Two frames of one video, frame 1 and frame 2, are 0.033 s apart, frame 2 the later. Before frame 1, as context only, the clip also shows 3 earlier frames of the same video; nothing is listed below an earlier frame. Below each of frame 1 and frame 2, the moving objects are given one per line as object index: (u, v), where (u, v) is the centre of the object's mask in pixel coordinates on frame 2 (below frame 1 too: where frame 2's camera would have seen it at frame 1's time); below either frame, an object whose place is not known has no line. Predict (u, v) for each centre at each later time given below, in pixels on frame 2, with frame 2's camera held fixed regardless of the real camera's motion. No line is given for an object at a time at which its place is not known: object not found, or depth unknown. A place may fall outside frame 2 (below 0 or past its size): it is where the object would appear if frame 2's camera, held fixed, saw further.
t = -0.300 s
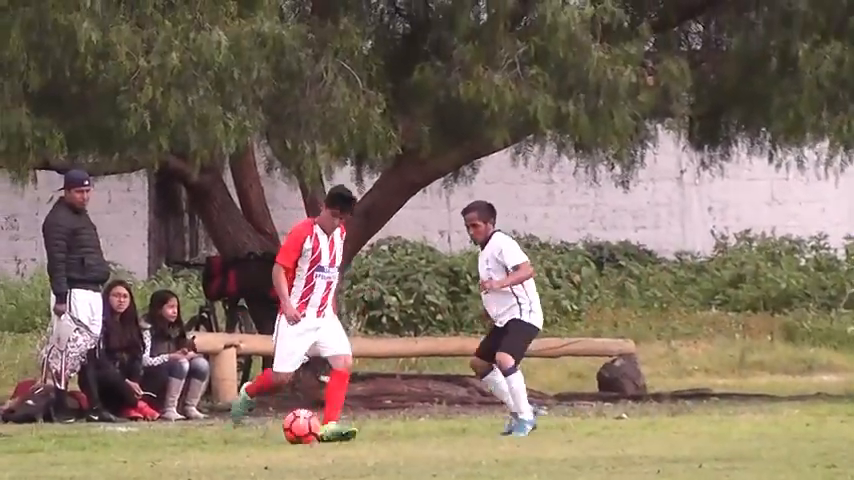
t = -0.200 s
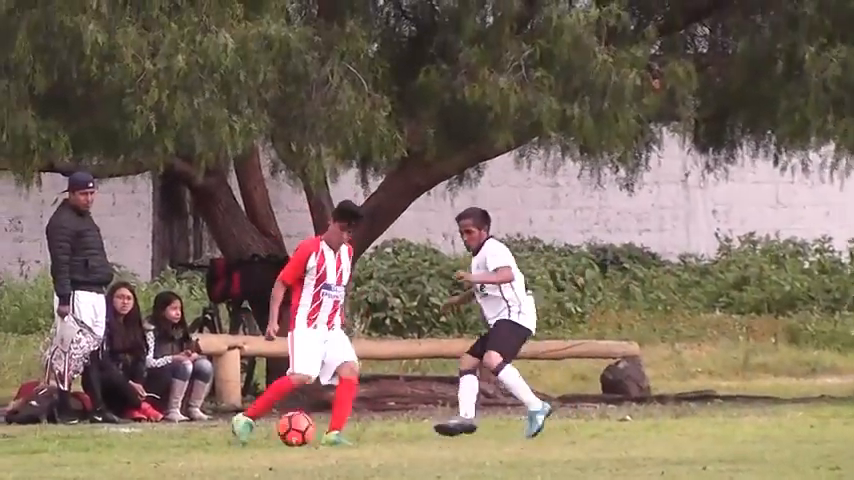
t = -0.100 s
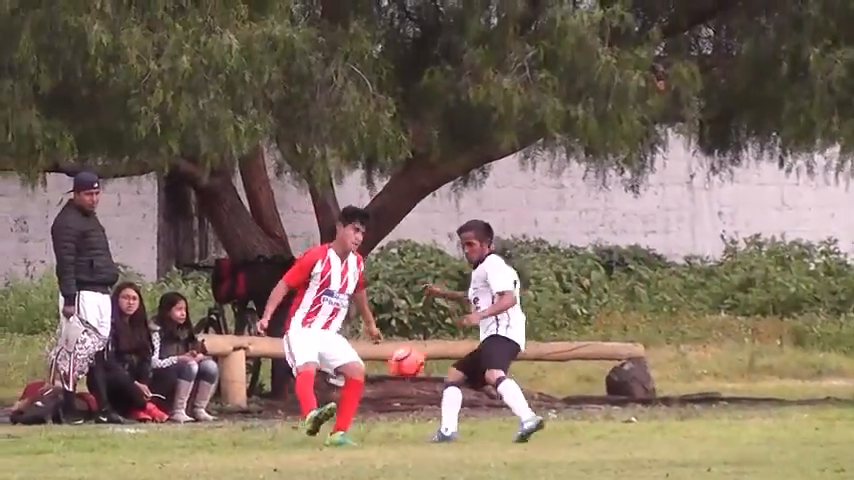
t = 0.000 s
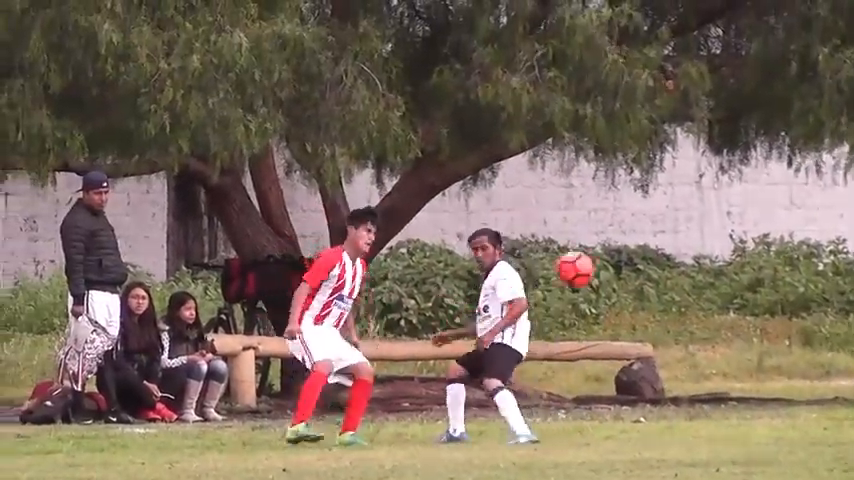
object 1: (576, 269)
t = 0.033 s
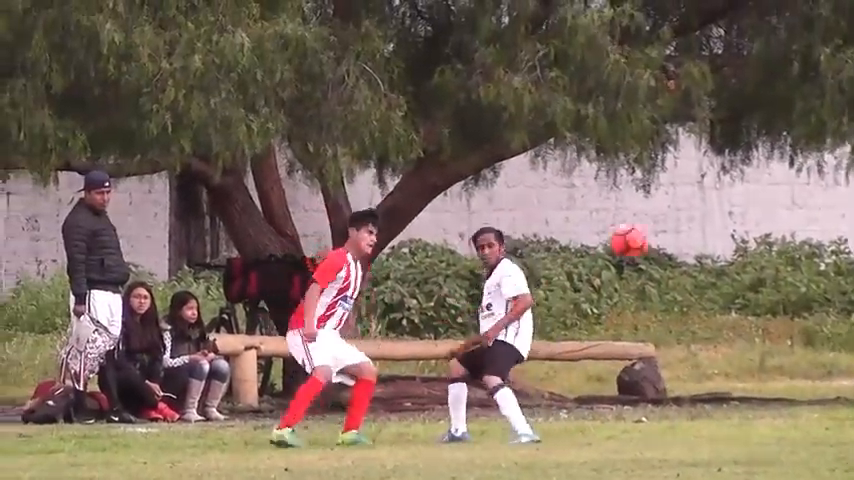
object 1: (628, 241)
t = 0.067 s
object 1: (680, 215)
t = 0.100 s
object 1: (733, 191)
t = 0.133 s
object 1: (787, 166)
